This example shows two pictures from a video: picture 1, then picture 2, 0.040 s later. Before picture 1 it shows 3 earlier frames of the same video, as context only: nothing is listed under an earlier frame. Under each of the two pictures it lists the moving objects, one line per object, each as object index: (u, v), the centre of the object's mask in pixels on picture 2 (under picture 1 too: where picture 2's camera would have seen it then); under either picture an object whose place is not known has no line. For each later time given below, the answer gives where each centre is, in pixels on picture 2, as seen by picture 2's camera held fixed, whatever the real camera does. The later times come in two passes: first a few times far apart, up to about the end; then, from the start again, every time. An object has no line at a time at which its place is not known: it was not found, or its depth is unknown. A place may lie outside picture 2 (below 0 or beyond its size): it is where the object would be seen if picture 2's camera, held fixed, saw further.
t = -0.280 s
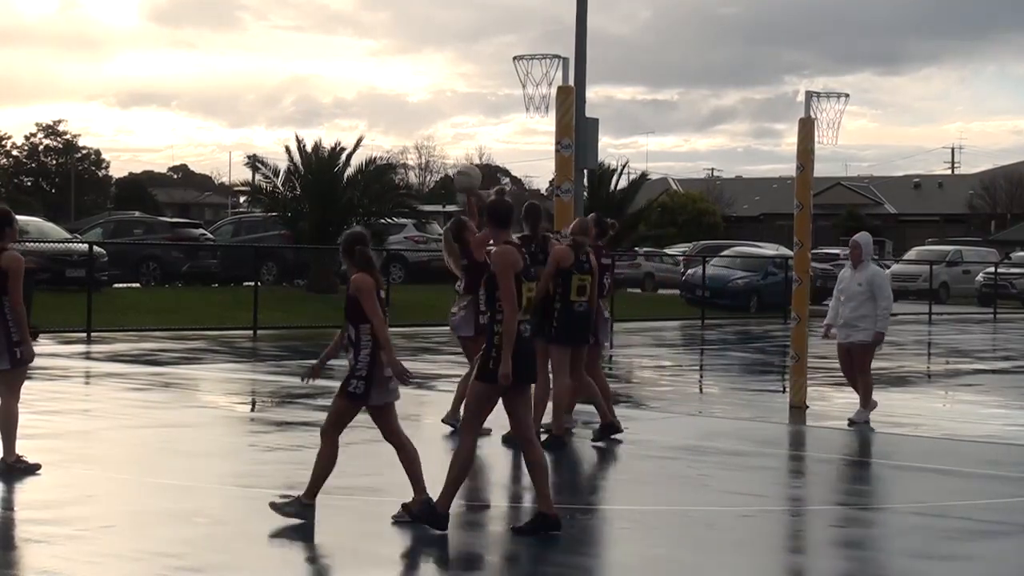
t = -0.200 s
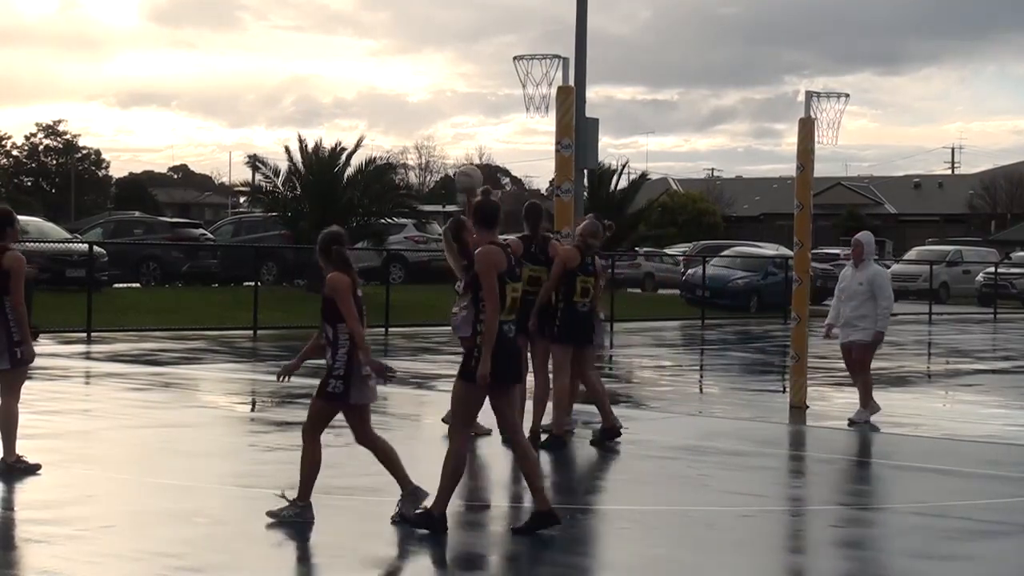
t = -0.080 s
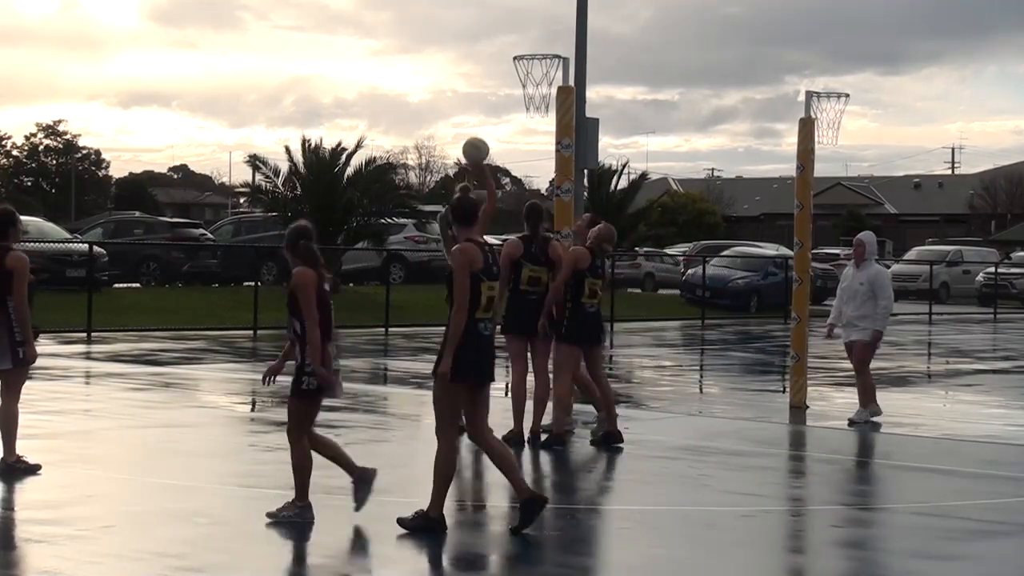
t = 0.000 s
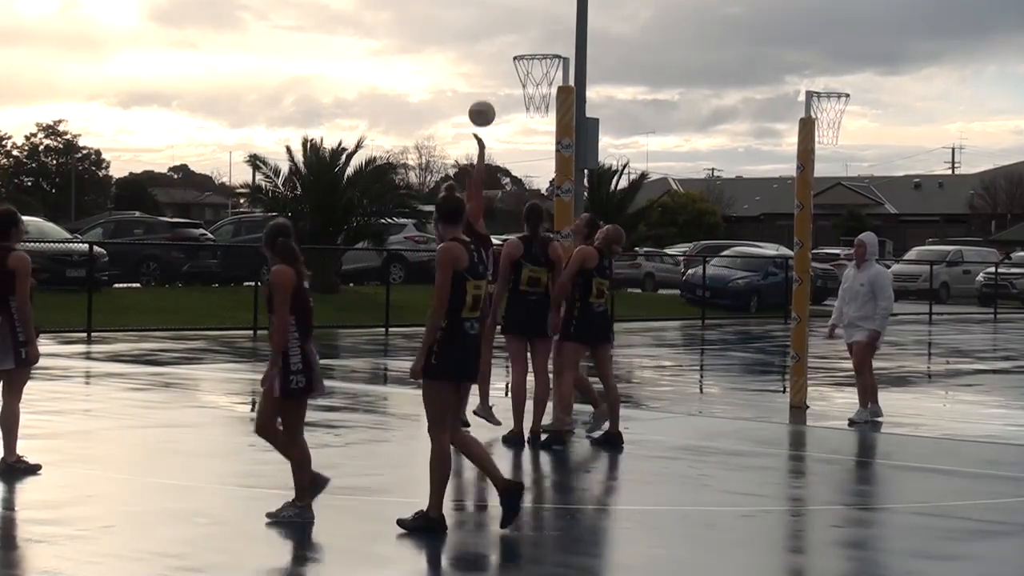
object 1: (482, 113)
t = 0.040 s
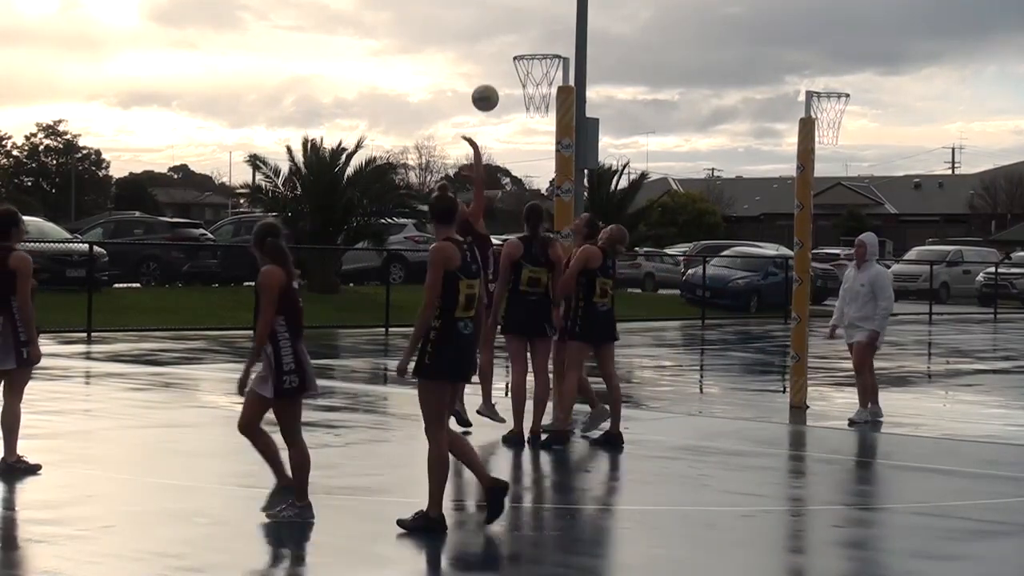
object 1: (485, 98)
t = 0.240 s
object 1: (502, 49)
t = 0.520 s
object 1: (515, 45)
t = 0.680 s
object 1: (511, 71)
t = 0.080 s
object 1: (488, 84)
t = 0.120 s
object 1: (492, 72)
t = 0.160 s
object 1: (495, 62)
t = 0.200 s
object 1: (499, 55)
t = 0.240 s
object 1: (502, 49)
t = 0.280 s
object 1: (506, 45)
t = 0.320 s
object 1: (509, 43)
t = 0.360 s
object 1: (513, 43)
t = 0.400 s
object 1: (515, 42)
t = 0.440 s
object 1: (516, 43)
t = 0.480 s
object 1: (516, 43)
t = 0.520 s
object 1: (515, 45)
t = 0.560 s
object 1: (514, 49)
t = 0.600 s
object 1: (513, 54)
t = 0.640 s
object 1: (512, 62)
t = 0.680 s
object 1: (511, 71)
